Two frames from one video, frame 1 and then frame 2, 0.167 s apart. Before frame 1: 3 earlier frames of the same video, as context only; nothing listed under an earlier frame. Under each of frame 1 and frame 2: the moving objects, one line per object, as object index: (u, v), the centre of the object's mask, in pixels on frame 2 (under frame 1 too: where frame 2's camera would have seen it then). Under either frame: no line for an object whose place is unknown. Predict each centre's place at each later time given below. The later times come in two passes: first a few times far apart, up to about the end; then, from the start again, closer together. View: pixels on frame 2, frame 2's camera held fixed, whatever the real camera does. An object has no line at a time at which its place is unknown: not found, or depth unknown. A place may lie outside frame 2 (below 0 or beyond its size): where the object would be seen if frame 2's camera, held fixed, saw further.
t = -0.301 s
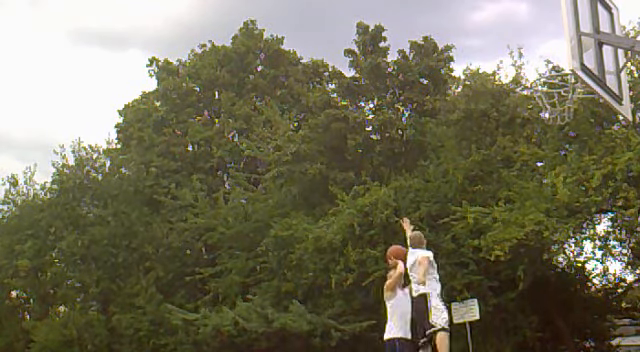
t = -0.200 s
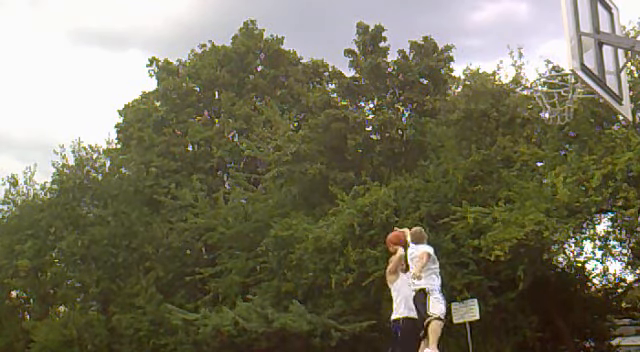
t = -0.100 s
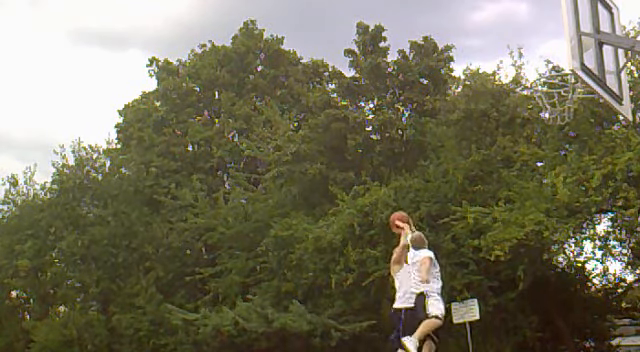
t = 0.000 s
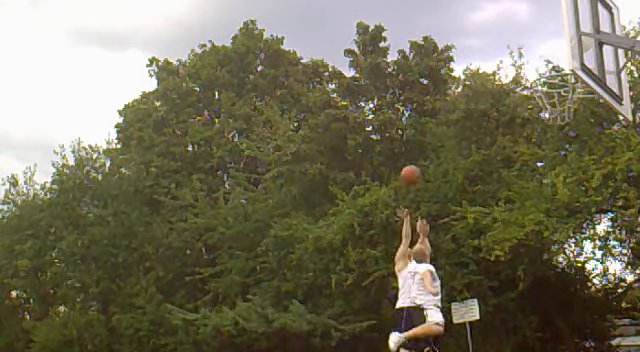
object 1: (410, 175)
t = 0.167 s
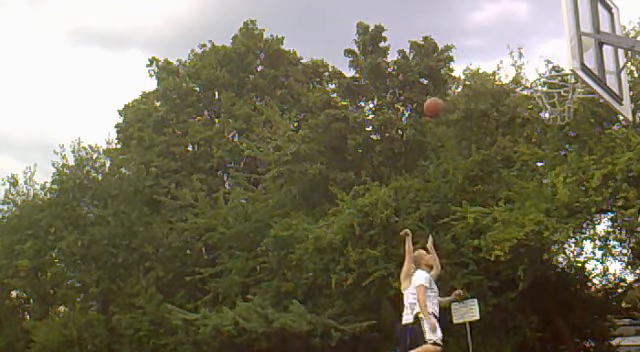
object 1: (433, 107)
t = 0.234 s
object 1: (442, 87)
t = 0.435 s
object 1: (473, 44)
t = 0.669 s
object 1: (514, 34)
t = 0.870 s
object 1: (555, 63)
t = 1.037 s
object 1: (562, 44)
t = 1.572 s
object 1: (562, 38)
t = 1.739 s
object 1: (561, 71)
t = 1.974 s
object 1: (550, 41)
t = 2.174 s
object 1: (542, 57)
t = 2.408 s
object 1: (528, 69)
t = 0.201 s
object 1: (437, 96)
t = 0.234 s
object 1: (442, 87)
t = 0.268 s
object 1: (447, 78)
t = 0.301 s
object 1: (453, 69)
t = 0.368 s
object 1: (463, 55)
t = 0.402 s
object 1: (468, 49)
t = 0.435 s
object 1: (473, 44)
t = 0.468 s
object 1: (479, 40)
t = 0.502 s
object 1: (484, 36)
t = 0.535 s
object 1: (490, 34)
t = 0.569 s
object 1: (496, 32)
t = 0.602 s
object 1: (502, 32)
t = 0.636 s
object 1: (507, 32)
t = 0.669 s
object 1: (514, 34)
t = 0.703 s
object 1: (520, 36)
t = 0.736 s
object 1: (527, 40)
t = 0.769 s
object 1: (533, 44)
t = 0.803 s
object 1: (540, 50)
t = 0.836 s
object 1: (547, 56)
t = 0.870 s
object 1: (555, 63)
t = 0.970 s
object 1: (562, 63)
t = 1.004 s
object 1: (562, 53)
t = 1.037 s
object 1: (562, 44)
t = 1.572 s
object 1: (562, 38)
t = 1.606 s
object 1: (562, 46)
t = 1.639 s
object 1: (562, 56)
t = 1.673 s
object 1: (562, 64)
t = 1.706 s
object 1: (564, 74)
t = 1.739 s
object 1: (561, 71)
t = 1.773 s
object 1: (559, 62)
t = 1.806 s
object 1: (557, 58)
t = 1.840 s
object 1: (556, 52)
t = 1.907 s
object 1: (554, 44)
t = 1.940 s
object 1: (552, 42)
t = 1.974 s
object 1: (550, 41)
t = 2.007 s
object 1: (549, 41)
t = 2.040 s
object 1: (547, 42)
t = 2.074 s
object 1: (546, 44)
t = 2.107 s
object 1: (544, 47)
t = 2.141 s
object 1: (543, 51)
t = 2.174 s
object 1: (542, 57)
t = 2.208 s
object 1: (541, 63)
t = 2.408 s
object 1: (528, 69)
